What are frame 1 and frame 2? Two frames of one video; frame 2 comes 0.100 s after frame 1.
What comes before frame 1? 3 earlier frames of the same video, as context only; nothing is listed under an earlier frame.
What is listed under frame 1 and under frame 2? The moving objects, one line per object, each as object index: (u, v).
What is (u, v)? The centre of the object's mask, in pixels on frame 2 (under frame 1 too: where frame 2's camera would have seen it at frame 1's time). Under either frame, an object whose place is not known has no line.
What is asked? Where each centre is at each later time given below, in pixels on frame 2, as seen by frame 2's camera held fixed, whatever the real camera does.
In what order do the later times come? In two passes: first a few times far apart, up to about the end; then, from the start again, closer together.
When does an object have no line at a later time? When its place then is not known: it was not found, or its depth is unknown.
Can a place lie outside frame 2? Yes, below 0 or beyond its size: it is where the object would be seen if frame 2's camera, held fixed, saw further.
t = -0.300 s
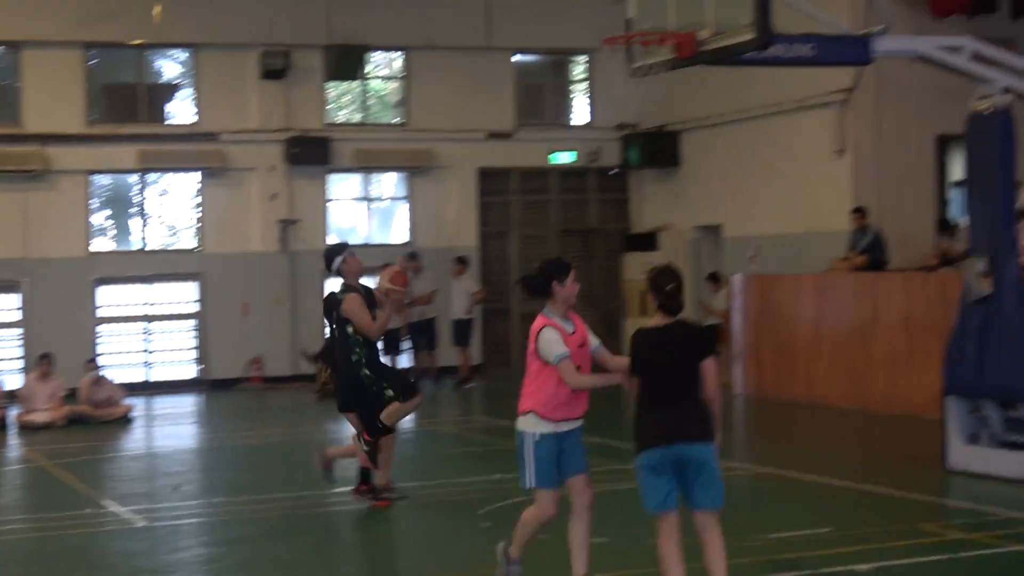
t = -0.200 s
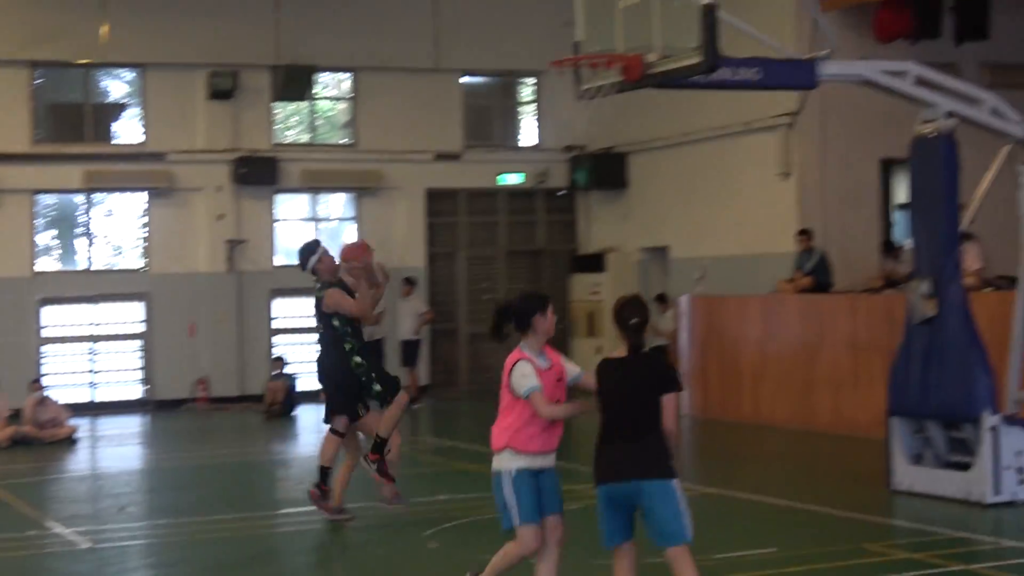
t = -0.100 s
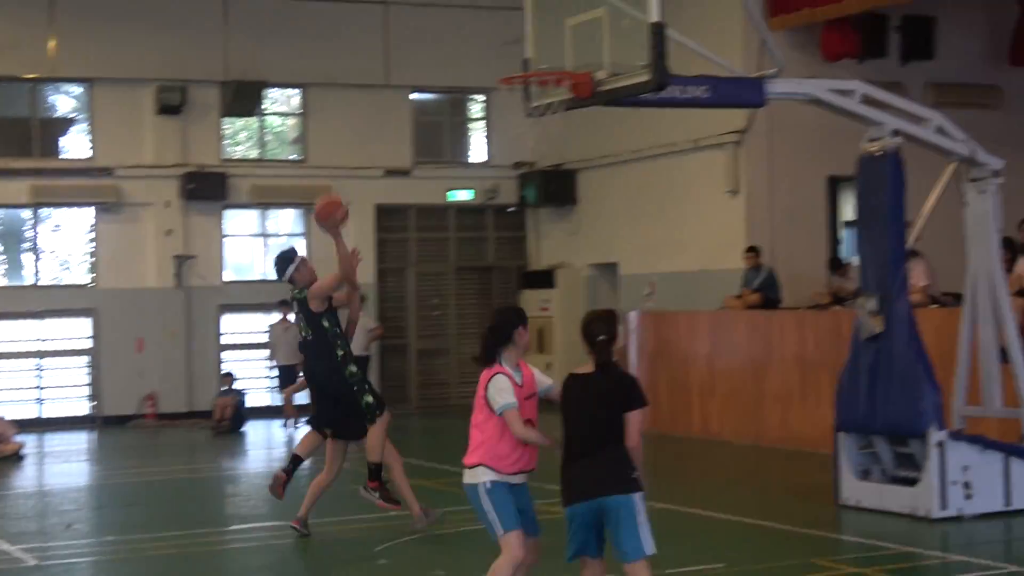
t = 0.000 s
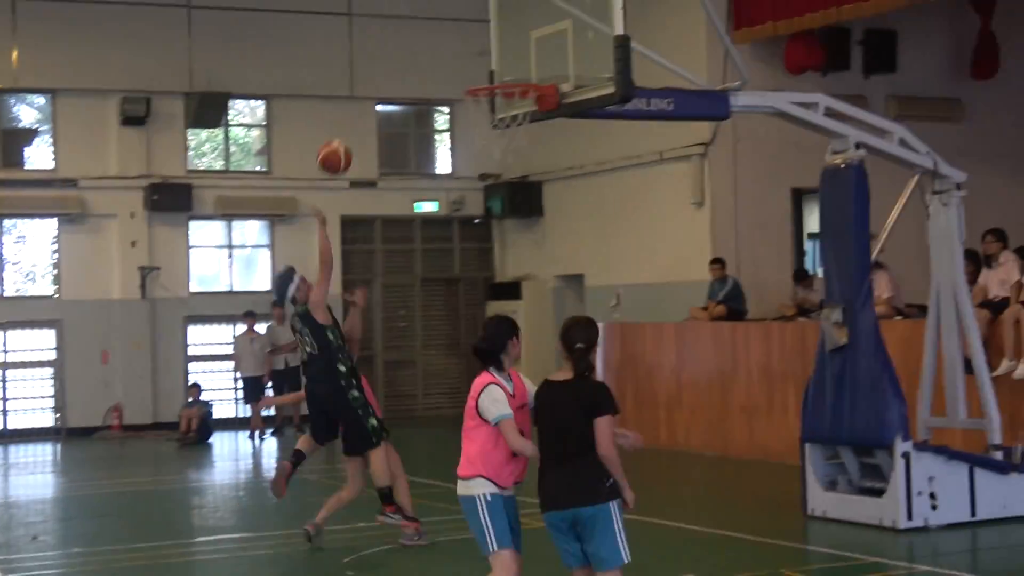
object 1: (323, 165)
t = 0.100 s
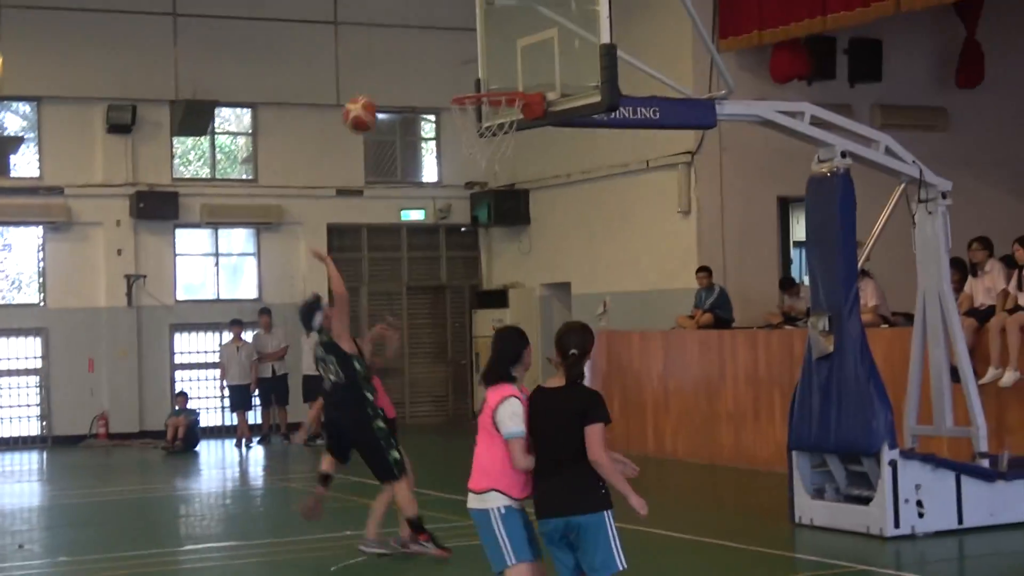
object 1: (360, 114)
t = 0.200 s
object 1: (399, 79)
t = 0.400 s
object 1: (478, 51)
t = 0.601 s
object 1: (501, 78)
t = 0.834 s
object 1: (457, 144)
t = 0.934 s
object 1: (445, 173)
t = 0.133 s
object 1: (373, 100)
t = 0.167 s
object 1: (386, 89)
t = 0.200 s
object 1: (399, 79)
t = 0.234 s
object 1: (412, 70)
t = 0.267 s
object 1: (425, 62)
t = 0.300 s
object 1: (437, 57)
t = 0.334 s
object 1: (451, 53)
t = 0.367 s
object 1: (464, 51)
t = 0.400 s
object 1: (478, 51)
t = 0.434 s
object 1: (492, 52)
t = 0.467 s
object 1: (505, 55)
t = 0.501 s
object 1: (519, 60)
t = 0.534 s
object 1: (516, 66)
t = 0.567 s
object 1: (509, 72)
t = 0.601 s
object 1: (501, 78)
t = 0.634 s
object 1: (492, 84)
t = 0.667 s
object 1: (483, 103)
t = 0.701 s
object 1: (478, 116)
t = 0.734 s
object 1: (470, 126)
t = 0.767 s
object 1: (466, 131)
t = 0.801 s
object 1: (461, 136)
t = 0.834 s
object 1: (457, 144)
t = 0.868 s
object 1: (454, 151)
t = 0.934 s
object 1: (445, 173)
